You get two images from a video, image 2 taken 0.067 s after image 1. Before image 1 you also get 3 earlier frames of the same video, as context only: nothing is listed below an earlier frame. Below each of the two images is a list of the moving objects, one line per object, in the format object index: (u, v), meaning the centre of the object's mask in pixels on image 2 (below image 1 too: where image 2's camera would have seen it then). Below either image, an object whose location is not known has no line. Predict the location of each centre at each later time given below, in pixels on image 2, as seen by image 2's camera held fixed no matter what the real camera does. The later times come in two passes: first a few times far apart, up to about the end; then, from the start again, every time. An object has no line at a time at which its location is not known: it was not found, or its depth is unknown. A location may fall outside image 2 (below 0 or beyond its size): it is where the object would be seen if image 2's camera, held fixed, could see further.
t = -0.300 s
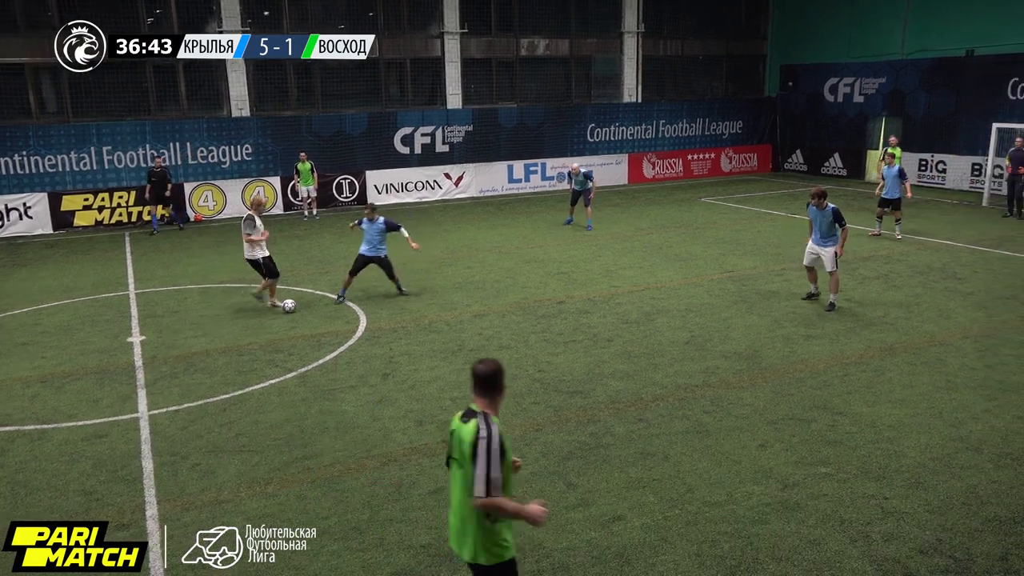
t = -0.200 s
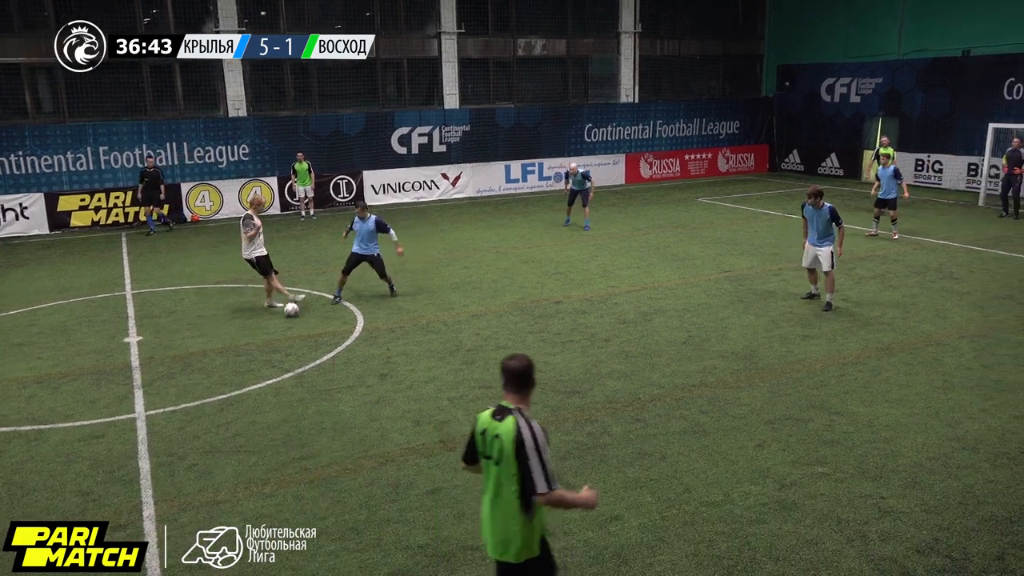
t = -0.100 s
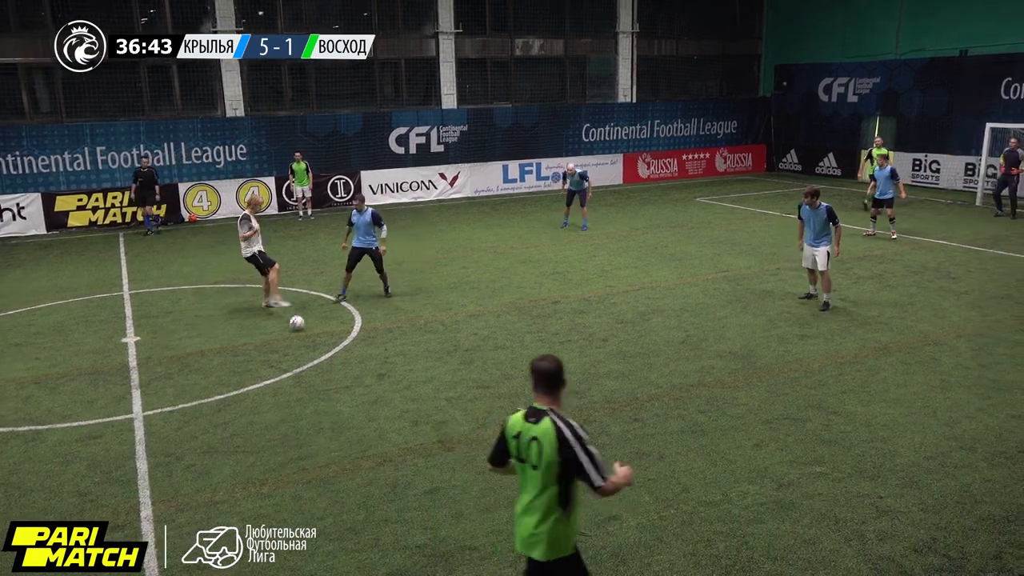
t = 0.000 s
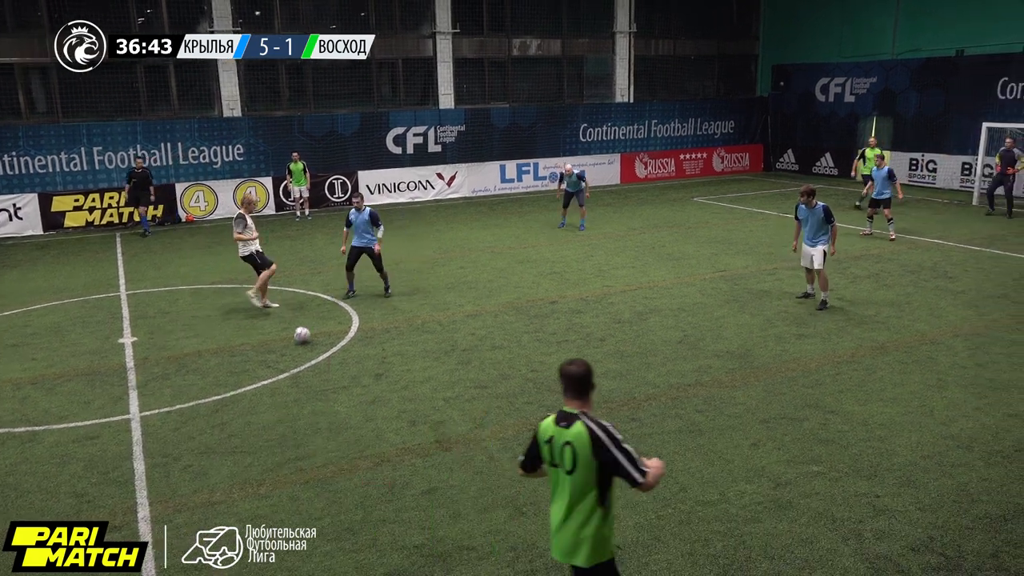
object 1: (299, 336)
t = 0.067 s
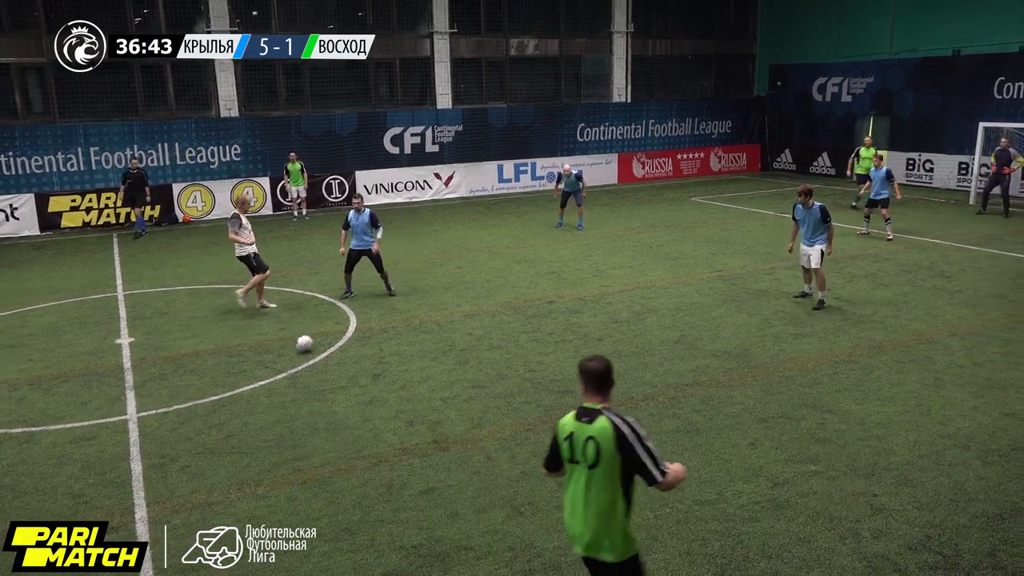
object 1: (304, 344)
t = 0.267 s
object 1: (320, 371)
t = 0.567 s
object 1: (346, 418)
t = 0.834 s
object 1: (375, 471)
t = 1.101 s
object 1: (411, 543)
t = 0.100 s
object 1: (307, 348)
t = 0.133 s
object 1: (310, 352)
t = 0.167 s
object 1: (312, 358)
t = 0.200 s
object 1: (315, 361)
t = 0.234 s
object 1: (317, 366)
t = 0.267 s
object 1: (320, 371)
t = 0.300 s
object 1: (322, 375)
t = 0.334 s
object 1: (326, 379)
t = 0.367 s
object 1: (328, 385)
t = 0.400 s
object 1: (331, 390)
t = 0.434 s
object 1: (334, 395)
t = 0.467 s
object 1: (337, 401)
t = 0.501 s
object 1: (340, 405)
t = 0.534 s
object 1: (342, 411)
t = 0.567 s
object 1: (346, 418)
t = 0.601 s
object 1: (349, 423)
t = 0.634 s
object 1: (352, 429)
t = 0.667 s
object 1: (356, 436)
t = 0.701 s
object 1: (359, 442)
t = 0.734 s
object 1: (363, 448)
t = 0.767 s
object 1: (367, 455)
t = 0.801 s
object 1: (371, 464)
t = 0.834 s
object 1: (375, 471)
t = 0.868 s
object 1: (378, 479)
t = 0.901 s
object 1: (383, 487)
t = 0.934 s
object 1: (387, 495)
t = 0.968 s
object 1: (392, 503)
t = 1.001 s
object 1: (397, 514)
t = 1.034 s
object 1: (401, 523)
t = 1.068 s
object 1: (406, 533)
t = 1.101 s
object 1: (411, 543)
